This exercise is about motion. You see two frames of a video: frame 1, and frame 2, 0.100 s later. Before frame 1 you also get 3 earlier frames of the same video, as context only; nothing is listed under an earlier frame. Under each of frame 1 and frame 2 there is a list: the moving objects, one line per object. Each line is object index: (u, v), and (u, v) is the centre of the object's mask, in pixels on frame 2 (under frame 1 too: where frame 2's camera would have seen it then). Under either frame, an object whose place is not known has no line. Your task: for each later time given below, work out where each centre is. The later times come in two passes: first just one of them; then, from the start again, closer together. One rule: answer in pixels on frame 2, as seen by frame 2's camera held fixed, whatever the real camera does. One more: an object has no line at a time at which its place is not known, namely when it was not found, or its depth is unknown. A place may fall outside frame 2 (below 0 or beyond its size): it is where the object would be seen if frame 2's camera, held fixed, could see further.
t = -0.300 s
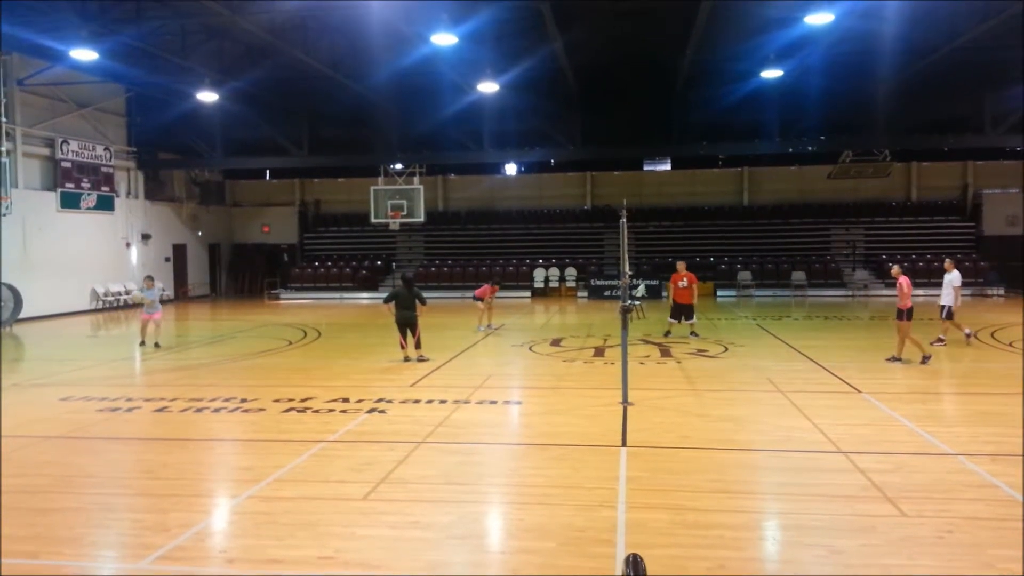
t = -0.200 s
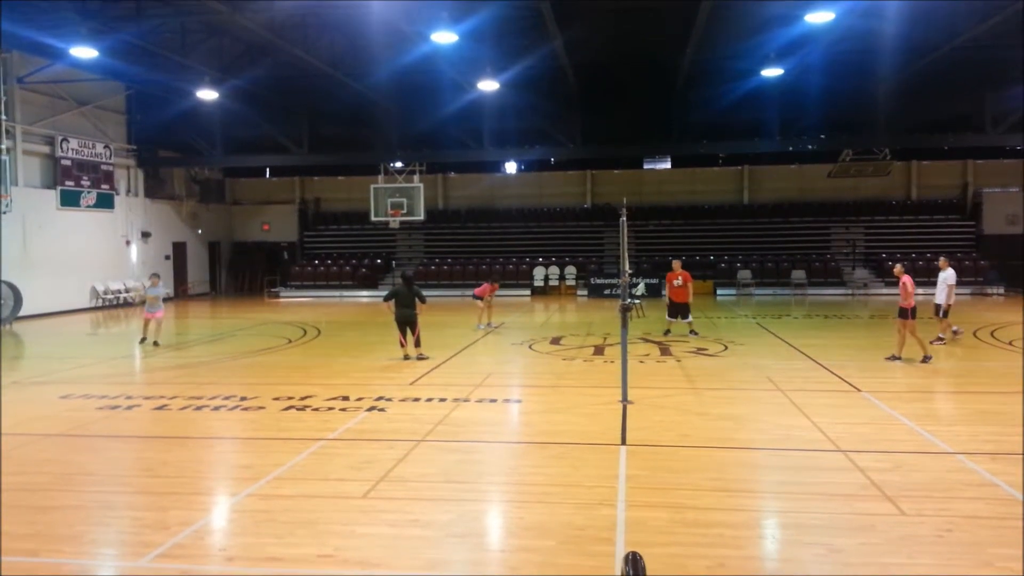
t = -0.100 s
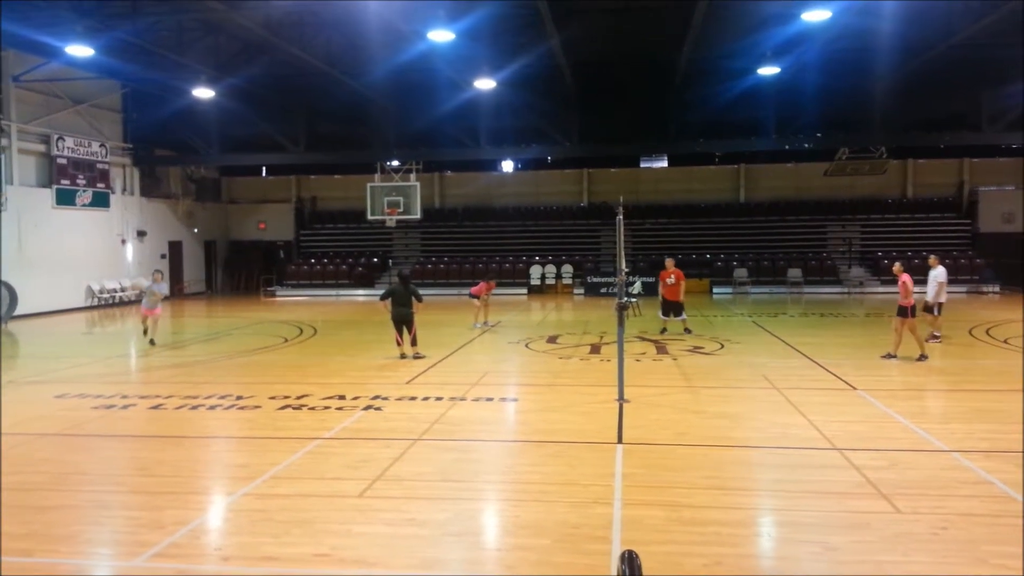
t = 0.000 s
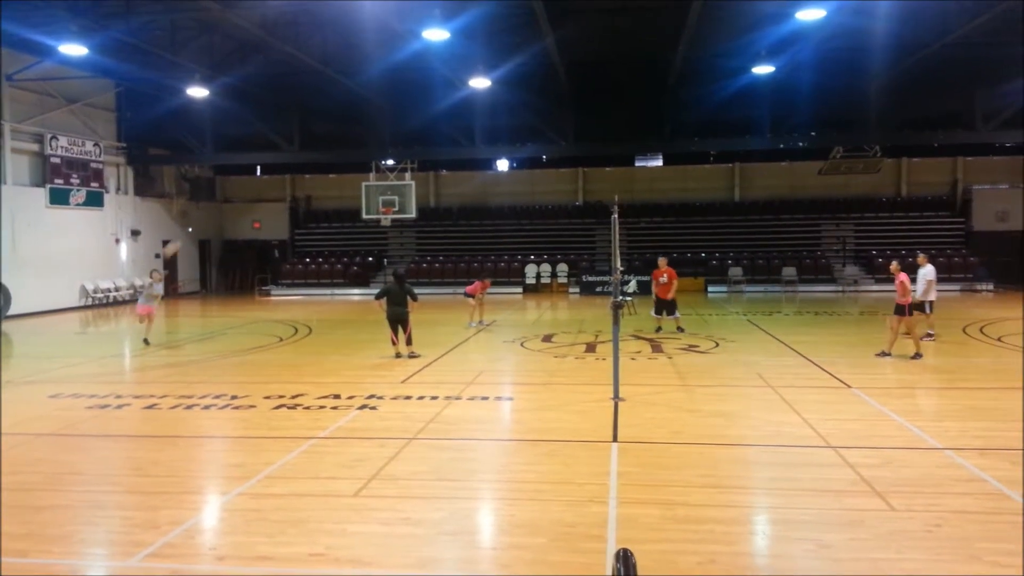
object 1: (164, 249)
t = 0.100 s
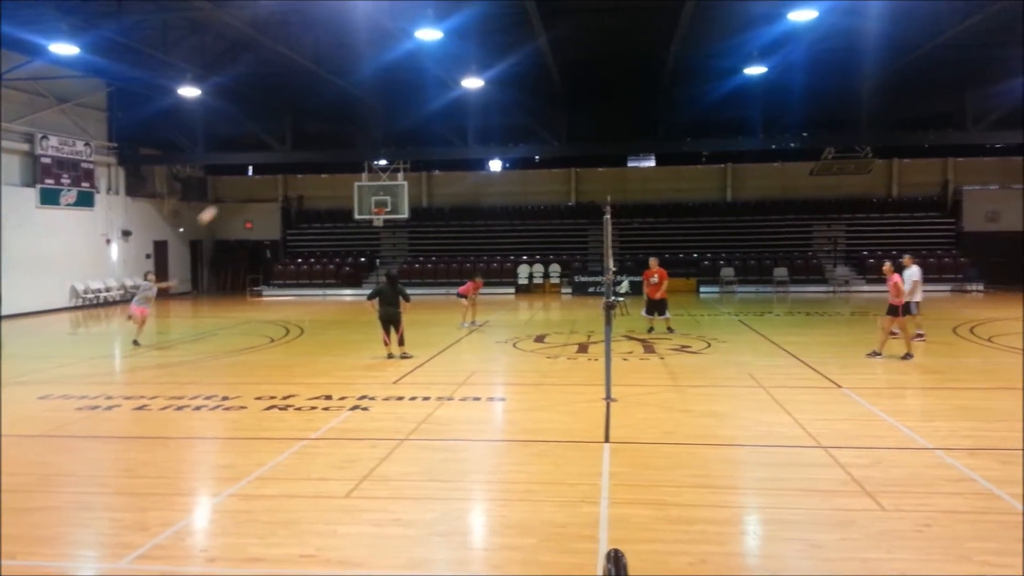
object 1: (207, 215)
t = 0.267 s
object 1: (286, 168)
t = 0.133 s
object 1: (222, 205)
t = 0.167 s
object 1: (238, 195)
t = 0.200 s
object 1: (253, 185)
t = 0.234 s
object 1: (269, 176)
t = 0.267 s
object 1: (286, 168)
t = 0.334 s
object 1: (319, 153)
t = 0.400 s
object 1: (353, 141)
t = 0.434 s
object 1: (370, 137)
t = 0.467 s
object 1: (386, 133)
